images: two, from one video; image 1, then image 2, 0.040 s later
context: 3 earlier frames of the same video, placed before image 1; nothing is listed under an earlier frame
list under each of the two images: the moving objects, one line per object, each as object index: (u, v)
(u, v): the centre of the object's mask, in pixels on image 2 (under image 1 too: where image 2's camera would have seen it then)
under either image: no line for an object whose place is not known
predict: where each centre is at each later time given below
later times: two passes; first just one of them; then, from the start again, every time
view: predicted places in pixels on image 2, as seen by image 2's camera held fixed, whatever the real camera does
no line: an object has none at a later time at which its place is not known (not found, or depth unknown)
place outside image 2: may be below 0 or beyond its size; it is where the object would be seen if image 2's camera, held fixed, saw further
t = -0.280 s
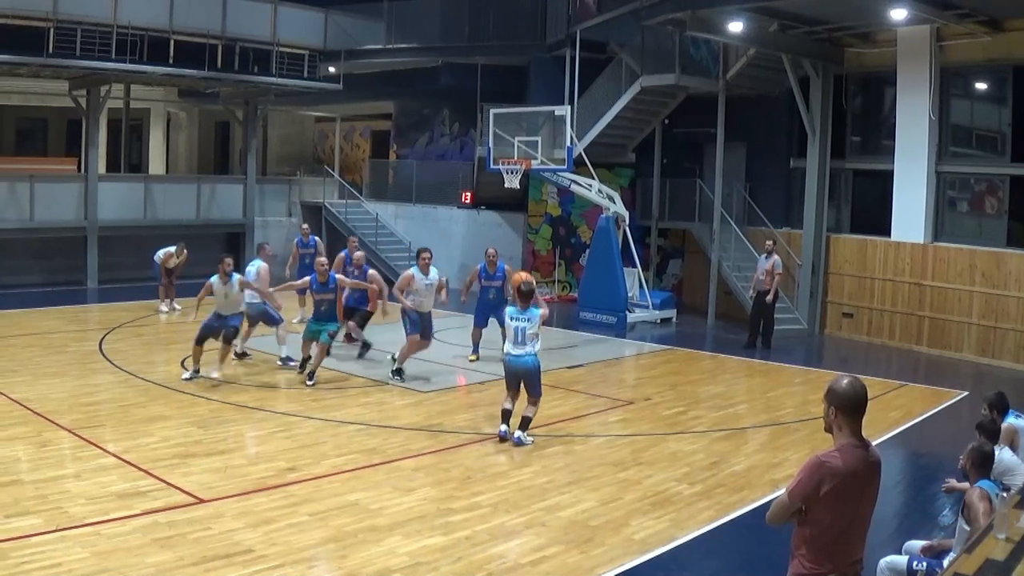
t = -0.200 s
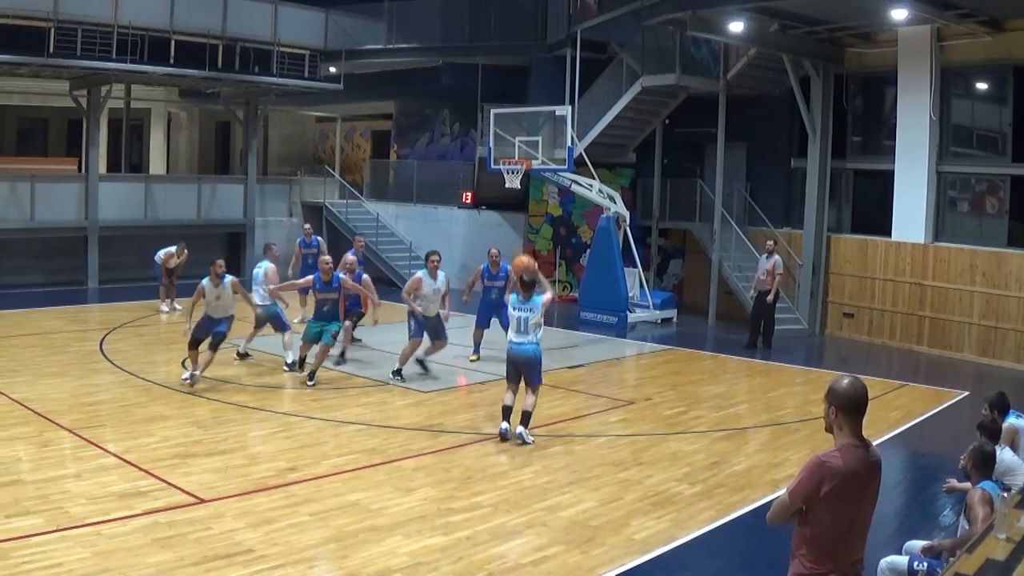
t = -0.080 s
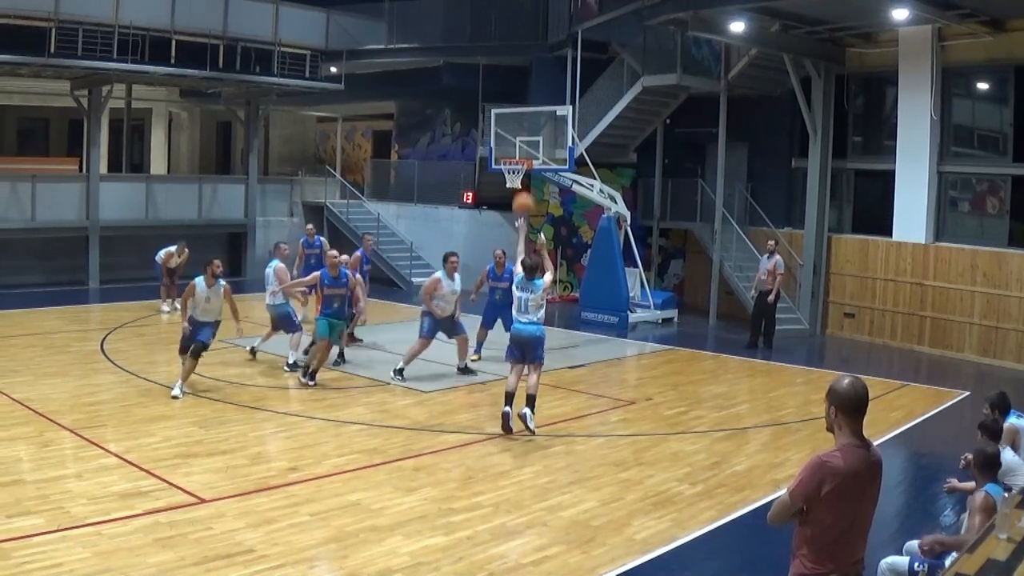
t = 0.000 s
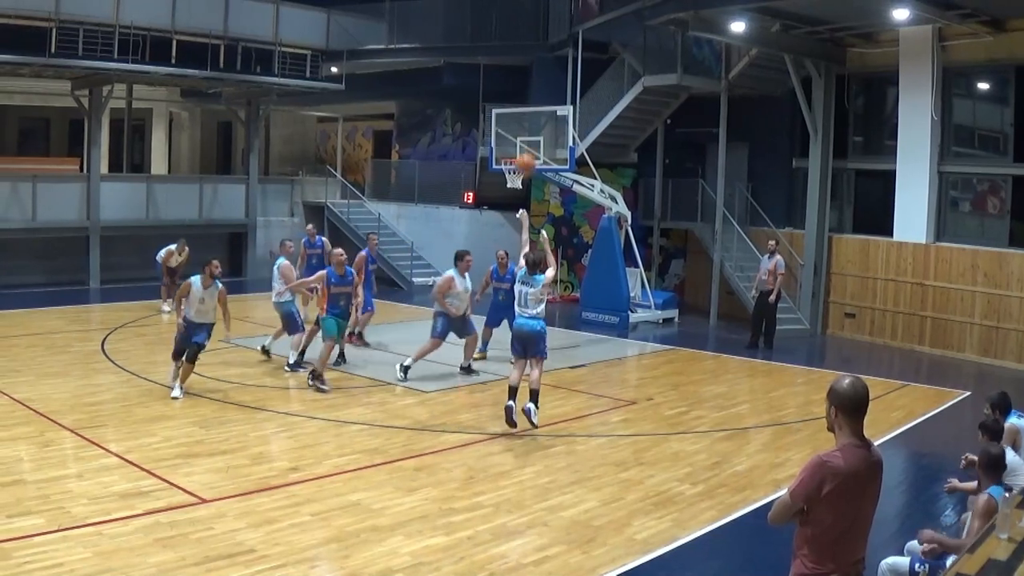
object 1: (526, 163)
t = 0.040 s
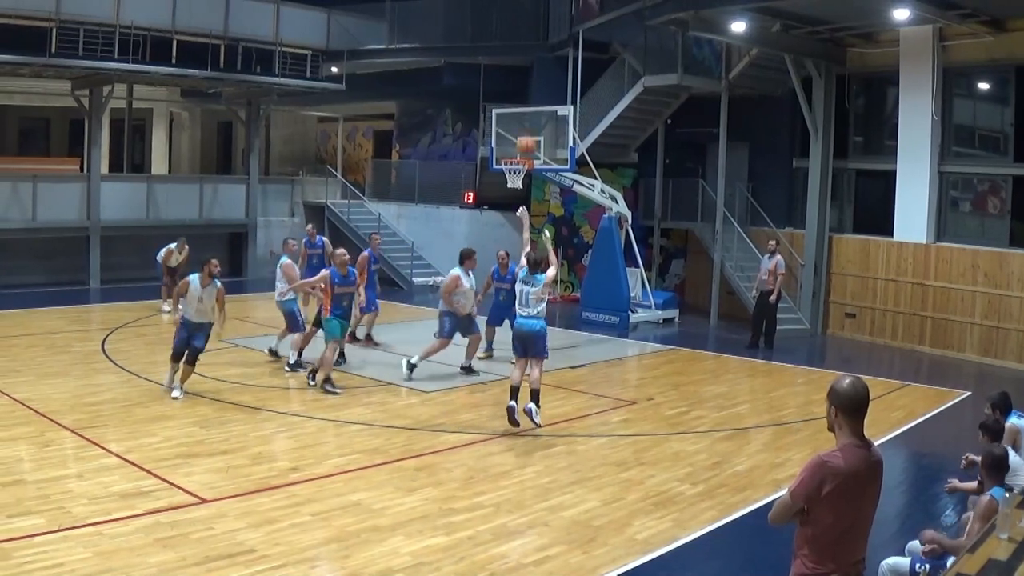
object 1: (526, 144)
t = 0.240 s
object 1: (527, 92)
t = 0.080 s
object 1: (526, 131)
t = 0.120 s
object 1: (526, 118)
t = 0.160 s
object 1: (527, 107)
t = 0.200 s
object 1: (527, 98)
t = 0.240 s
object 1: (527, 92)
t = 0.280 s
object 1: (527, 86)
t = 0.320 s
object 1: (528, 81)
